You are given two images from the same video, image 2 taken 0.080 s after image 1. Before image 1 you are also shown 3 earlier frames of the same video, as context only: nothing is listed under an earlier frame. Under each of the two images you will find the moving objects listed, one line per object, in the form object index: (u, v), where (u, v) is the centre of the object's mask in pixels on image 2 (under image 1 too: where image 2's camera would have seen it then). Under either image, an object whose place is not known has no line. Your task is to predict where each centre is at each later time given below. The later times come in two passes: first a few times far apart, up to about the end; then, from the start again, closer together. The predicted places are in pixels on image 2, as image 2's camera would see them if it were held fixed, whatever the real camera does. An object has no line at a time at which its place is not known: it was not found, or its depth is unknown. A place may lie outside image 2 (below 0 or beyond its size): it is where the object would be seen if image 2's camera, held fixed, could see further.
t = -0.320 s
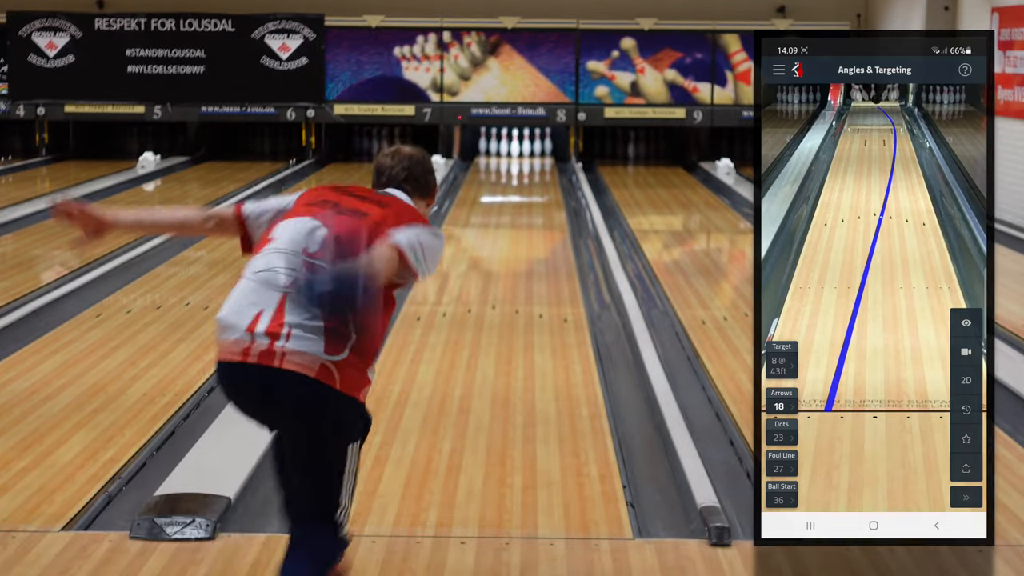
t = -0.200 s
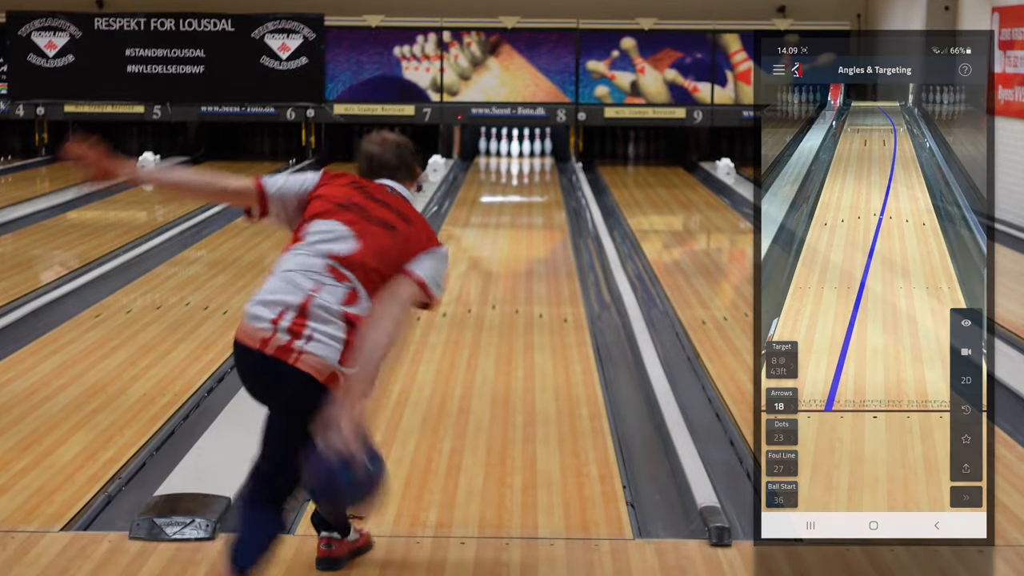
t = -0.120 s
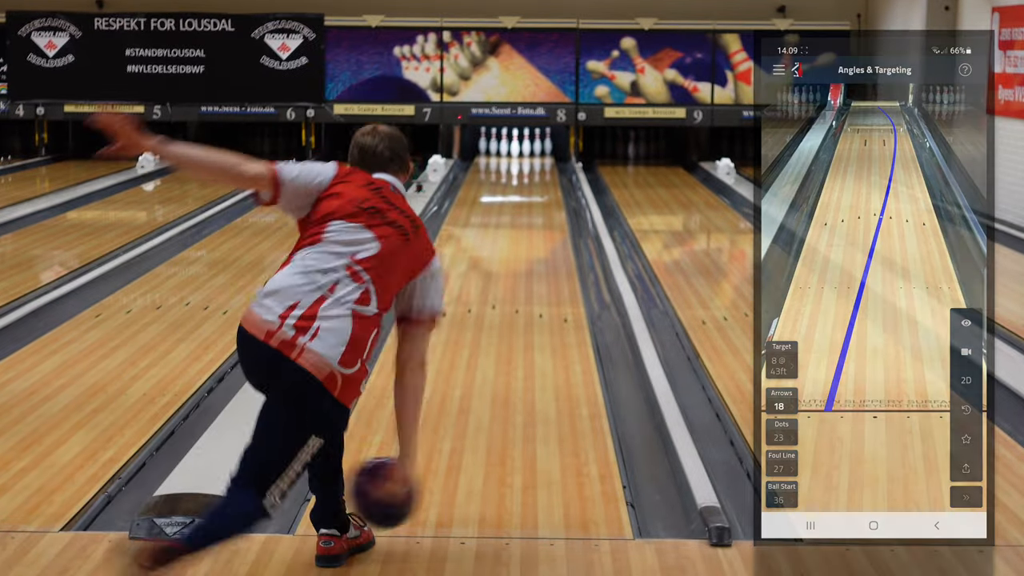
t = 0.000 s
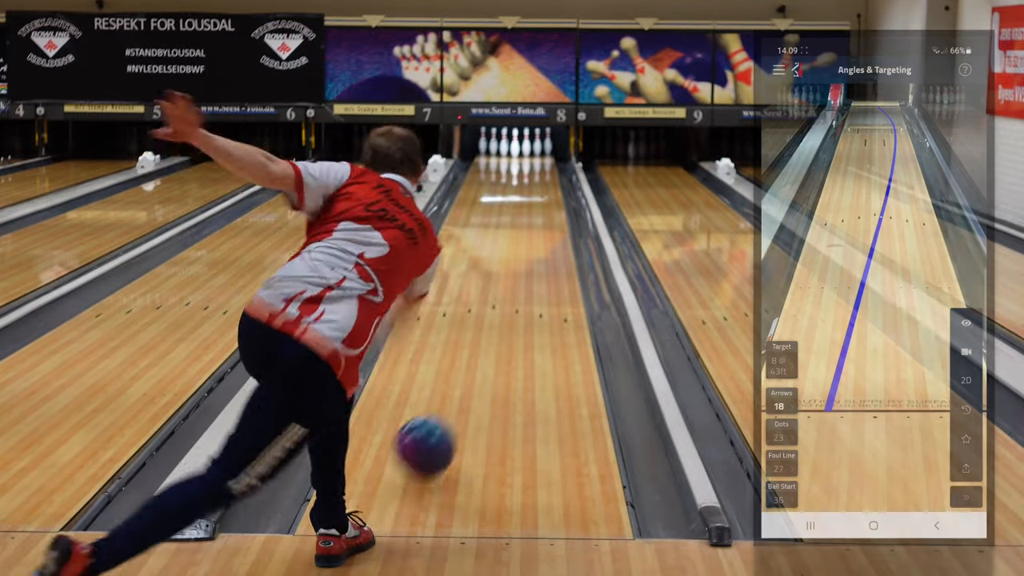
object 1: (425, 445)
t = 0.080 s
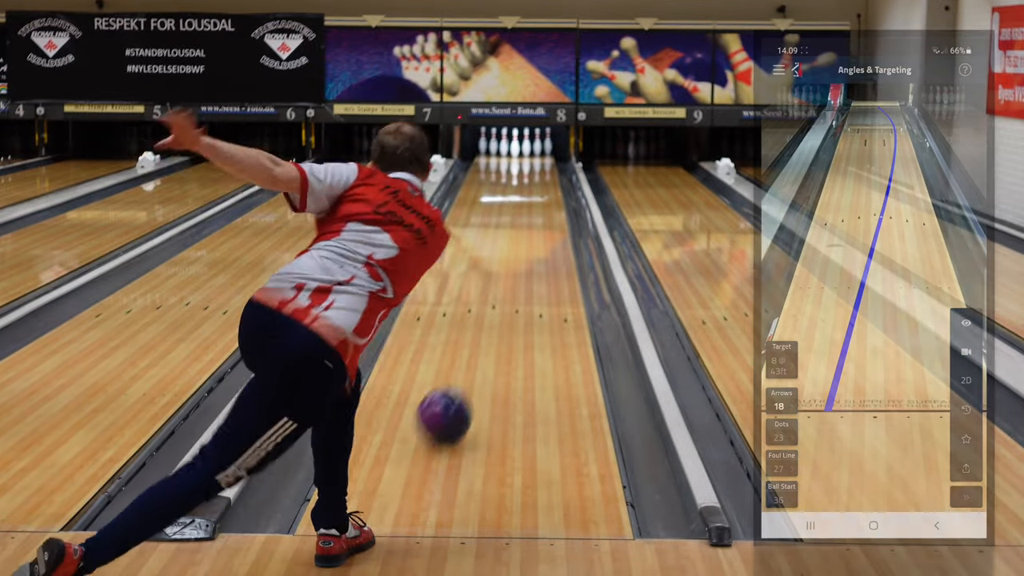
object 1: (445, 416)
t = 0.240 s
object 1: (473, 360)
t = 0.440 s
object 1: (498, 309)
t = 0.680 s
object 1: (518, 267)
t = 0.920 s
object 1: (531, 236)
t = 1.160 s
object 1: (539, 213)
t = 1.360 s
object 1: (542, 198)
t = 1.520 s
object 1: (543, 188)
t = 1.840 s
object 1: (541, 171)
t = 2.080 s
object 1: (536, 161)
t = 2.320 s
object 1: (527, 154)
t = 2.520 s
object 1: (523, 149)
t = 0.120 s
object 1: (453, 400)
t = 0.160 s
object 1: (460, 386)
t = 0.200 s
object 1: (467, 372)
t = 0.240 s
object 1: (473, 360)
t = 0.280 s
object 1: (479, 348)
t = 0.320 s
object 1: (484, 337)
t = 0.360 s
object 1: (490, 327)
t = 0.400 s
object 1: (494, 318)
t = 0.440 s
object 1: (498, 309)
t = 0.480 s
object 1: (502, 301)
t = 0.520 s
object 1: (505, 294)
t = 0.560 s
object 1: (510, 285)
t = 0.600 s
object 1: (512, 279)
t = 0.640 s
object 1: (515, 273)
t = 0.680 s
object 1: (518, 267)
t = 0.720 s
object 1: (521, 261)
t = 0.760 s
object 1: (523, 256)
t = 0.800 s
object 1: (525, 250)
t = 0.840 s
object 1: (527, 245)
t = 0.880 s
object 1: (529, 240)
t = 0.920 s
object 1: (531, 236)
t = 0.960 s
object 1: (532, 232)
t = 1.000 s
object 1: (534, 228)
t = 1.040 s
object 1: (535, 224)
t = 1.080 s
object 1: (536, 220)
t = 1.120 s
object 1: (538, 217)
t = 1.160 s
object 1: (539, 213)
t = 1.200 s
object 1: (539, 209)
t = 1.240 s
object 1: (540, 207)
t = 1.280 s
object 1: (541, 204)
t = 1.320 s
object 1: (541, 201)
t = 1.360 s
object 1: (542, 198)
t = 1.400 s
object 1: (543, 195)
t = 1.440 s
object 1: (543, 192)
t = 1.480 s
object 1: (543, 190)
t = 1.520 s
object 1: (543, 188)
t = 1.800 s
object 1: (542, 173)
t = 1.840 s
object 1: (541, 171)
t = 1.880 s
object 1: (541, 169)
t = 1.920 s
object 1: (540, 168)
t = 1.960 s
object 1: (539, 166)
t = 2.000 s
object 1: (538, 164)
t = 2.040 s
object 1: (537, 163)
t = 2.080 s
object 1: (536, 161)
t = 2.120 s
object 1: (535, 160)
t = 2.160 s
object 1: (533, 159)
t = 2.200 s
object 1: (532, 158)
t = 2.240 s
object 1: (531, 156)
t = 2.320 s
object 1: (527, 154)
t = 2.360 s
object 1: (526, 153)
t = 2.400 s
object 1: (524, 151)
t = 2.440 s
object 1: (522, 150)
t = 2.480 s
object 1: (523, 150)
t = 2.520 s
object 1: (523, 149)
